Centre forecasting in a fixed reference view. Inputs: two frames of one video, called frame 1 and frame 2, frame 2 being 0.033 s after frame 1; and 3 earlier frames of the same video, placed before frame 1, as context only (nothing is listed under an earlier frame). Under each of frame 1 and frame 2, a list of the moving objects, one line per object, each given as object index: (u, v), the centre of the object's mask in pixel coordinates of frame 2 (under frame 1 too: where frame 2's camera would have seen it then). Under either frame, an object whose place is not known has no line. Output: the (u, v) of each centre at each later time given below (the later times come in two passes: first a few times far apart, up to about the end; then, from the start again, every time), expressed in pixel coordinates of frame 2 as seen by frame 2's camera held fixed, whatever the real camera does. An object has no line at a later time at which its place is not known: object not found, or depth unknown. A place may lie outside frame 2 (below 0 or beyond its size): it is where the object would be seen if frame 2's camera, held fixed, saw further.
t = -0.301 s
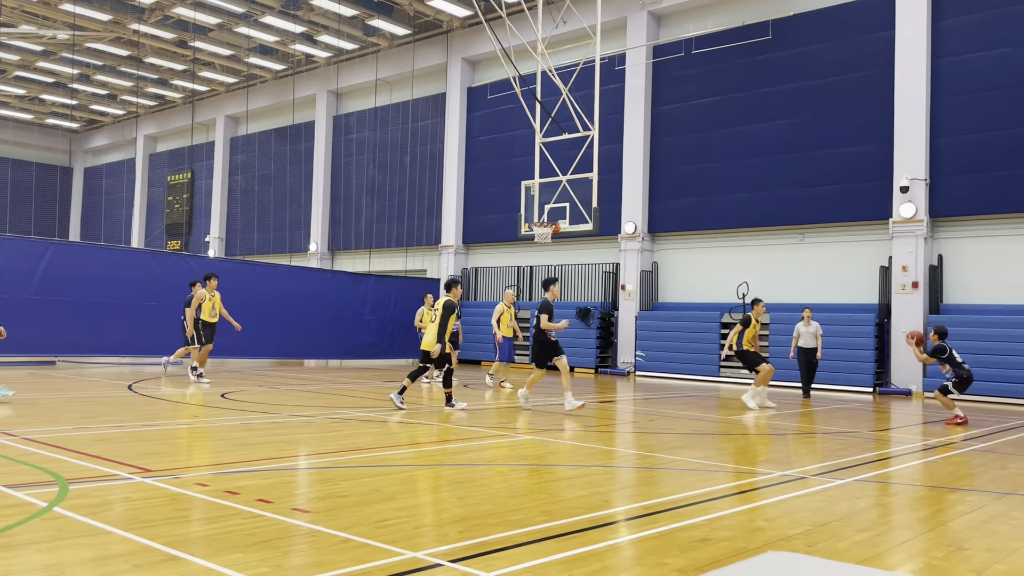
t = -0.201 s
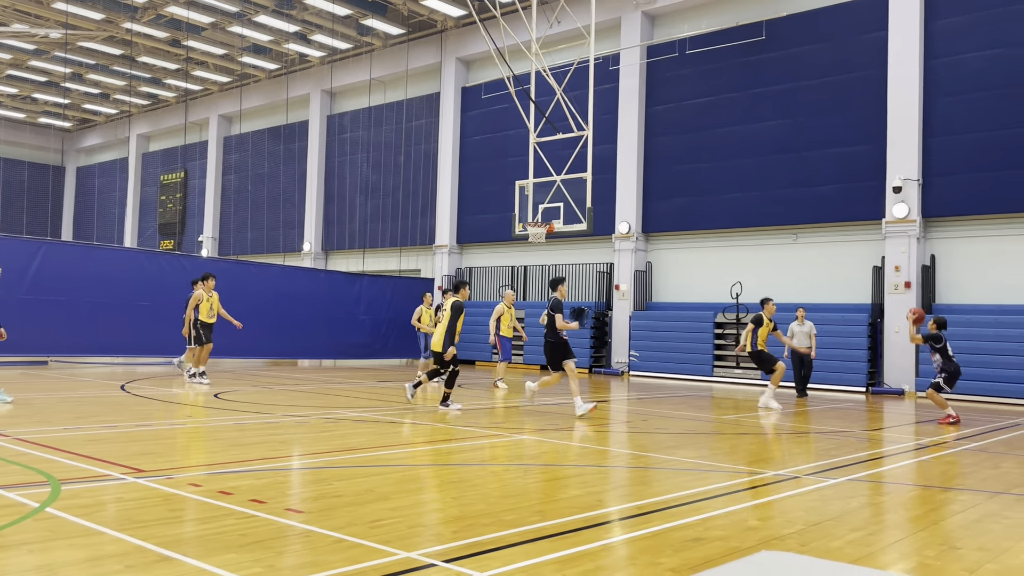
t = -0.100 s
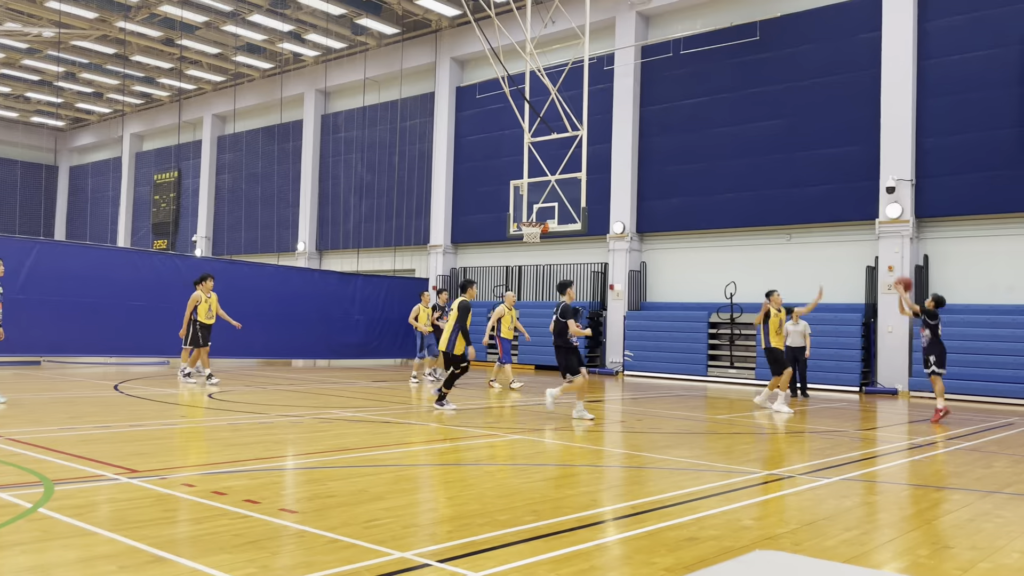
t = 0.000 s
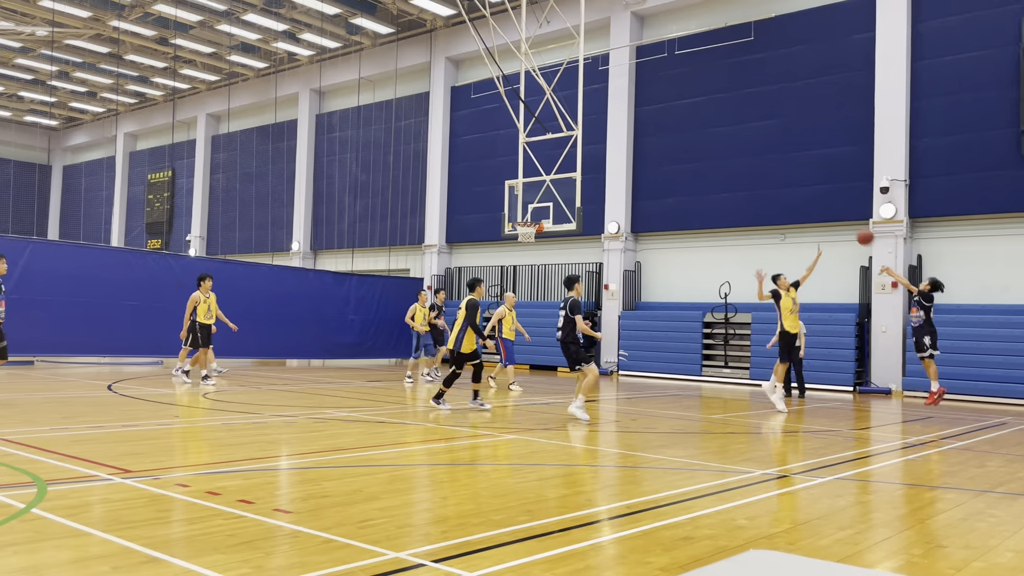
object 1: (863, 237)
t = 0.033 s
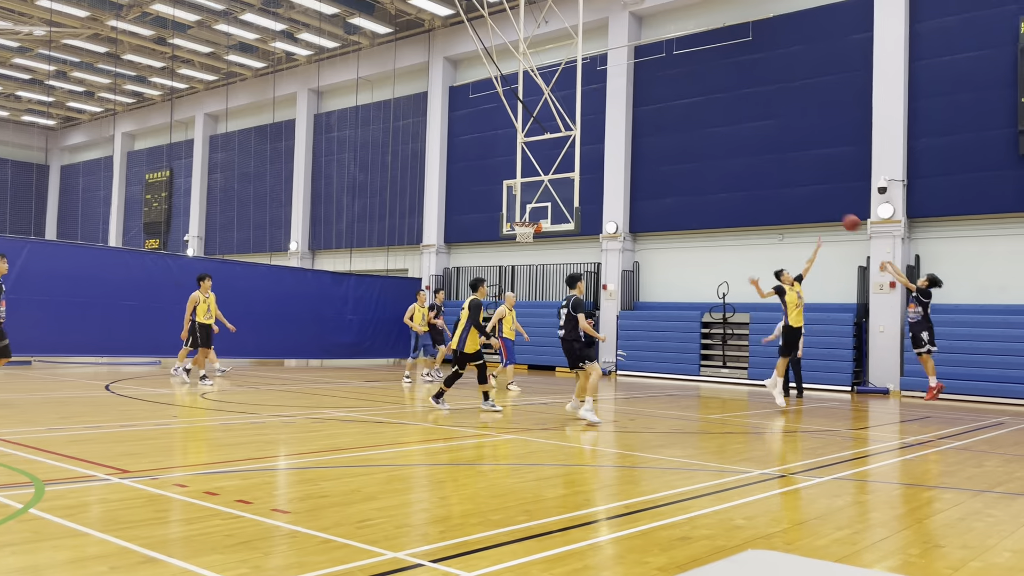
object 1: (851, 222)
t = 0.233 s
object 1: (785, 156)
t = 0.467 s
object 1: (716, 115)
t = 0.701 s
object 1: (653, 109)
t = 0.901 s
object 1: (603, 128)
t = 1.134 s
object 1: (549, 174)
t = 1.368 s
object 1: (499, 214)
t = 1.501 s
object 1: (472, 216)
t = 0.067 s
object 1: (840, 209)
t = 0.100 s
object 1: (828, 196)
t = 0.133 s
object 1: (817, 185)
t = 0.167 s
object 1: (807, 174)
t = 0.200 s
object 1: (796, 165)
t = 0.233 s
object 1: (785, 156)
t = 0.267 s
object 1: (775, 147)
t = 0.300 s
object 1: (765, 140)
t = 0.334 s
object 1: (755, 134)
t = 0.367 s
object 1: (745, 128)
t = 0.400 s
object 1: (735, 123)
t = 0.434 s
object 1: (725, 119)
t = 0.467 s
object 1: (716, 115)
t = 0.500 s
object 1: (707, 112)
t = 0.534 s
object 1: (697, 110)
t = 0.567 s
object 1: (688, 108)
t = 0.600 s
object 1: (679, 108)
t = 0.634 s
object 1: (670, 107)
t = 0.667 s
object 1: (662, 108)
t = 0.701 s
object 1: (653, 109)
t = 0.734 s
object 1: (645, 111)
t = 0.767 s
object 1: (636, 113)
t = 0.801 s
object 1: (628, 116)
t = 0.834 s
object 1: (619, 119)
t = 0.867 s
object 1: (611, 124)
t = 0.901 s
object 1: (603, 128)
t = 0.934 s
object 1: (595, 133)
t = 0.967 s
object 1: (587, 139)
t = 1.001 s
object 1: (580, 145)
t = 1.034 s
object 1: (571, 152)
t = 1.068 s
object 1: (564, 158)
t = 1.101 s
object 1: (557, 166)
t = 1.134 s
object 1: (549, 174)
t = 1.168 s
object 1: (541, 184)
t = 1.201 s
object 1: (534, 192)
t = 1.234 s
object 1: (527, 201)
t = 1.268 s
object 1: (519, 211)
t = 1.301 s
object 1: (512, 217)
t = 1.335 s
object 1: (506, 215)
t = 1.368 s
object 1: (499, 214)
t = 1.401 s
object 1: (493, 214)
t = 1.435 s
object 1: (486, 214)
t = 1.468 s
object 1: (479, 215)
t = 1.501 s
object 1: (472, 216)
